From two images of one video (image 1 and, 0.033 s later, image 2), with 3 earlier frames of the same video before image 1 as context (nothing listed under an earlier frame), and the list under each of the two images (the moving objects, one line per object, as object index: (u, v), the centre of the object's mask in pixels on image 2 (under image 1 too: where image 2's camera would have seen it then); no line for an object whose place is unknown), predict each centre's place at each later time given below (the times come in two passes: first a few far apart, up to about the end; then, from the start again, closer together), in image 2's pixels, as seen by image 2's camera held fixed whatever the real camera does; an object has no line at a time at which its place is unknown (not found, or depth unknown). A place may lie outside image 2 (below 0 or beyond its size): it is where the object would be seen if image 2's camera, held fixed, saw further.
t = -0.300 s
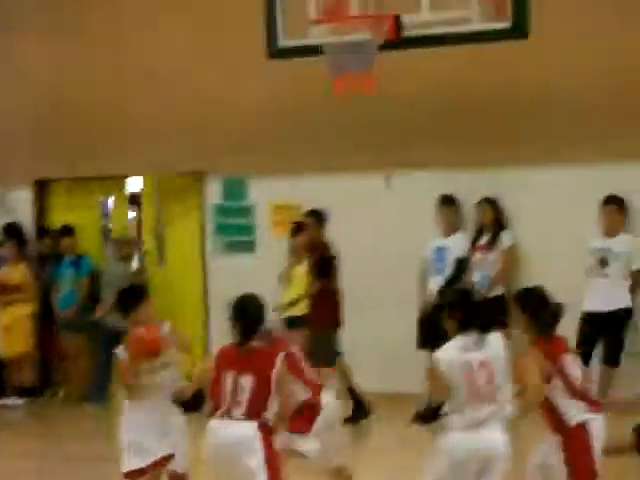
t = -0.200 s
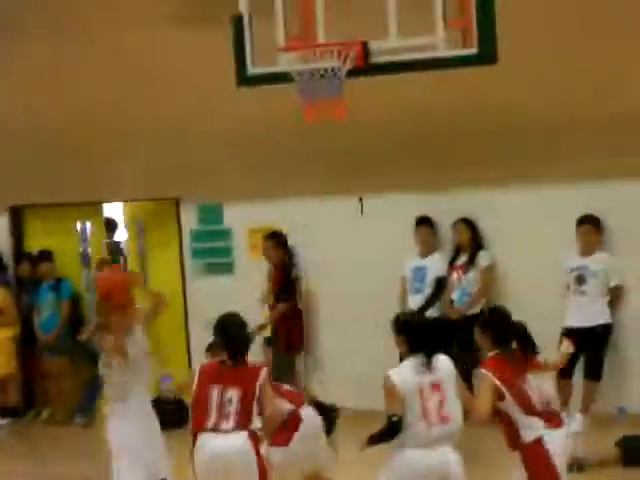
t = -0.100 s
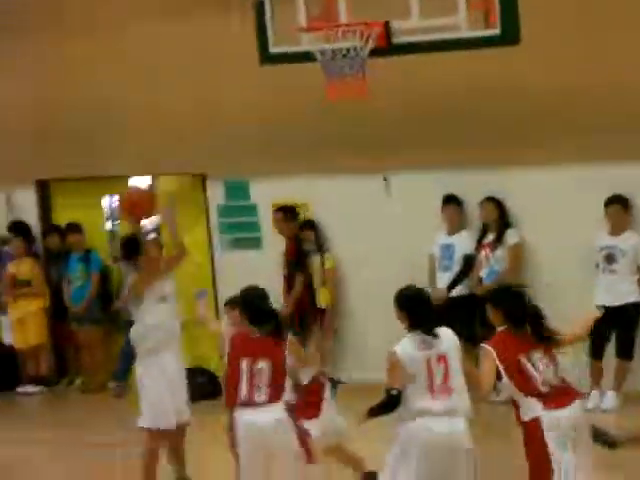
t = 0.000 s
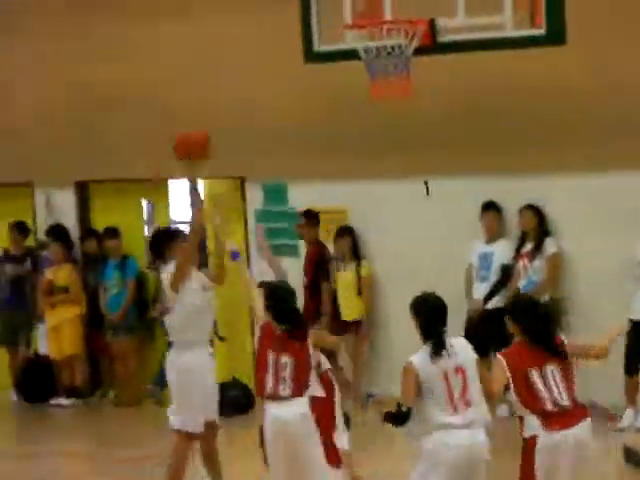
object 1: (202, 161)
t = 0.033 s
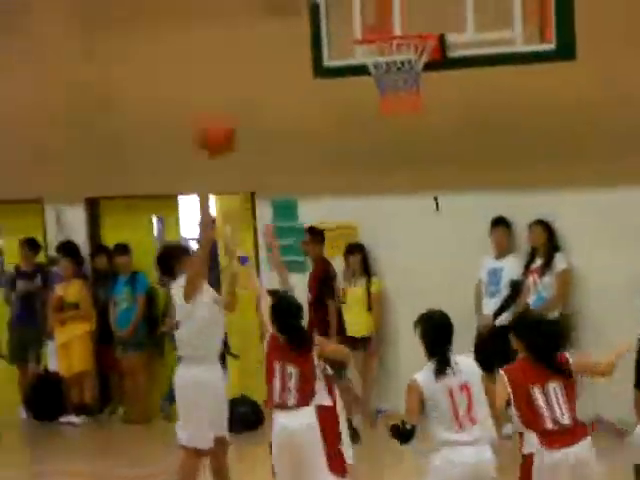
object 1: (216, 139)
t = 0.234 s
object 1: (313, 28)
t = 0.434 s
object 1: (397, -12)
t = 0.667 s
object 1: (408, 62)
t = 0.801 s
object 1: (392, 120)
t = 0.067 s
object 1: (232, 112)
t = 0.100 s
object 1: (247, 92)
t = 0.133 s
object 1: (261, 71)
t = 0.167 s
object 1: (280, 55)
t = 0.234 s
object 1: (313, 28)
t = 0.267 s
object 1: (328, 14)
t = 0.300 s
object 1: (346, 5)
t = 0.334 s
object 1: (358, -3)
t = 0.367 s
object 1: (378, -7)
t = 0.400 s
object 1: (394, -13)
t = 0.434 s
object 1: (397, -12)
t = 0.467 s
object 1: (399, -8)
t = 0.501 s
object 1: (400, 0)
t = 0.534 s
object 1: (402, 6)
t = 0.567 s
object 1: (405, 20)
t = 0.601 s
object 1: (407, 25)
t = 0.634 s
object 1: (408, 48)
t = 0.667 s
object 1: (408, 62)
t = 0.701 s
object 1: (405, 79)
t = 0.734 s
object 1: (398, 88)
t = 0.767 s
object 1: (397, 103)
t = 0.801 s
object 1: (392, 120)
